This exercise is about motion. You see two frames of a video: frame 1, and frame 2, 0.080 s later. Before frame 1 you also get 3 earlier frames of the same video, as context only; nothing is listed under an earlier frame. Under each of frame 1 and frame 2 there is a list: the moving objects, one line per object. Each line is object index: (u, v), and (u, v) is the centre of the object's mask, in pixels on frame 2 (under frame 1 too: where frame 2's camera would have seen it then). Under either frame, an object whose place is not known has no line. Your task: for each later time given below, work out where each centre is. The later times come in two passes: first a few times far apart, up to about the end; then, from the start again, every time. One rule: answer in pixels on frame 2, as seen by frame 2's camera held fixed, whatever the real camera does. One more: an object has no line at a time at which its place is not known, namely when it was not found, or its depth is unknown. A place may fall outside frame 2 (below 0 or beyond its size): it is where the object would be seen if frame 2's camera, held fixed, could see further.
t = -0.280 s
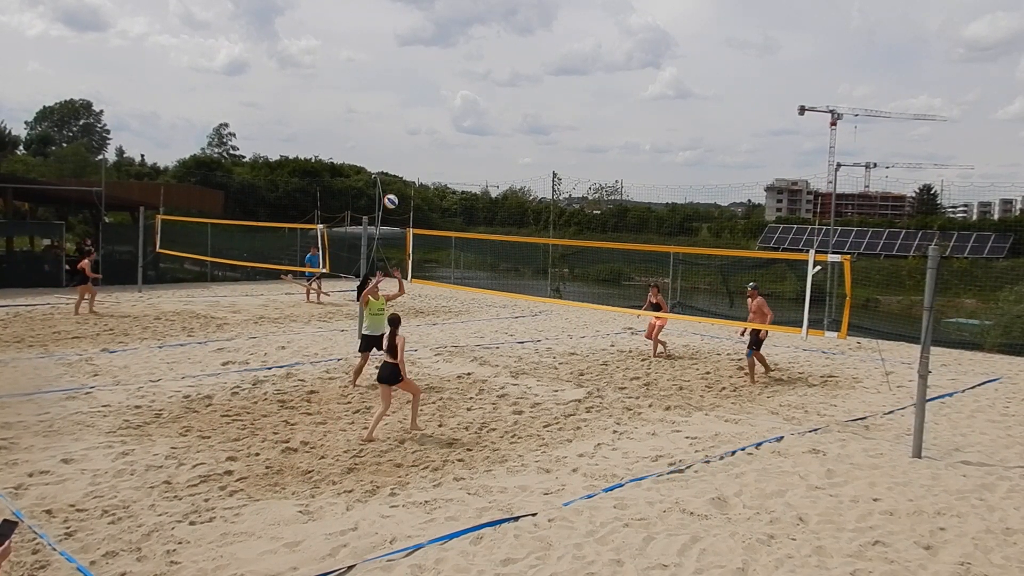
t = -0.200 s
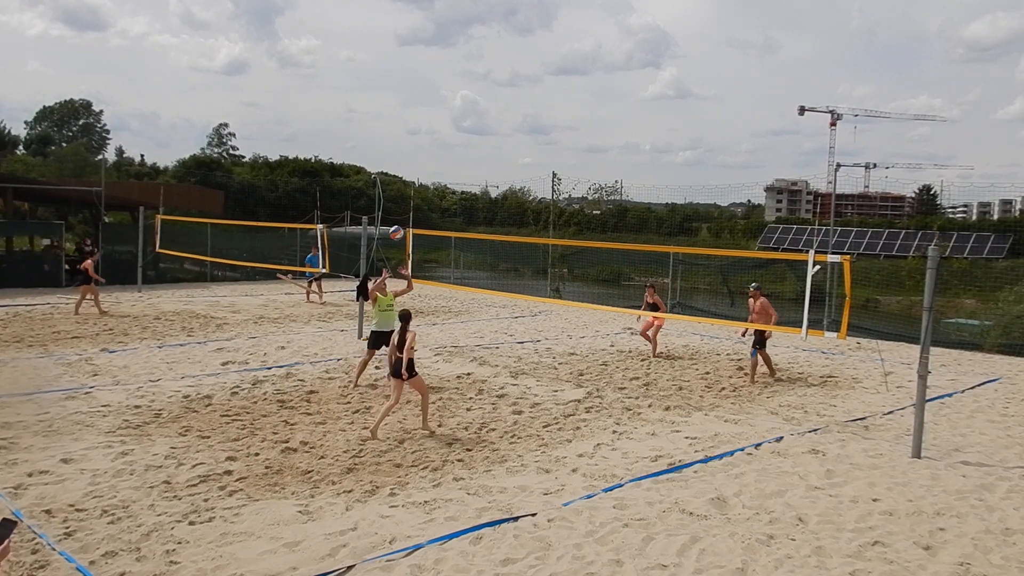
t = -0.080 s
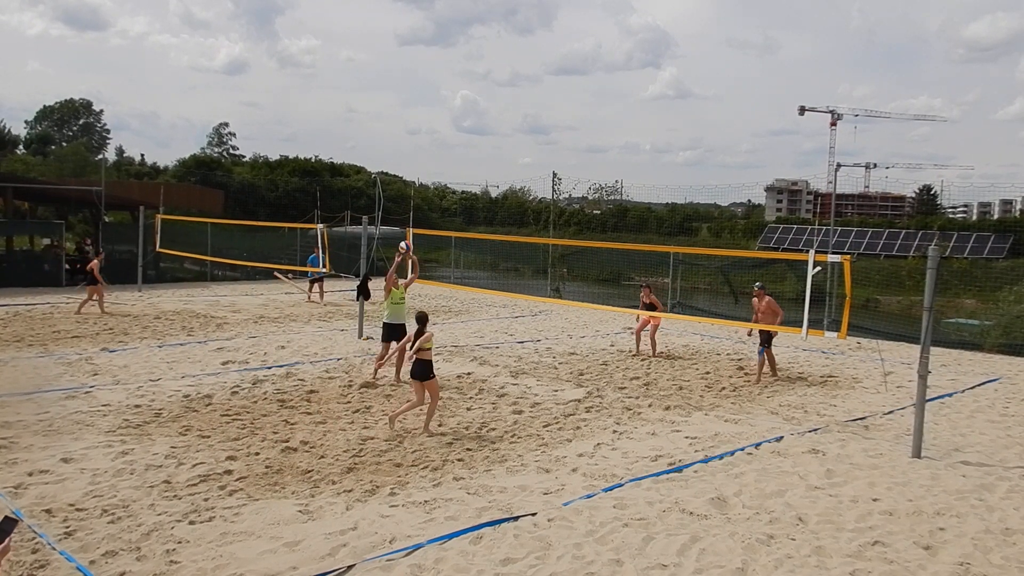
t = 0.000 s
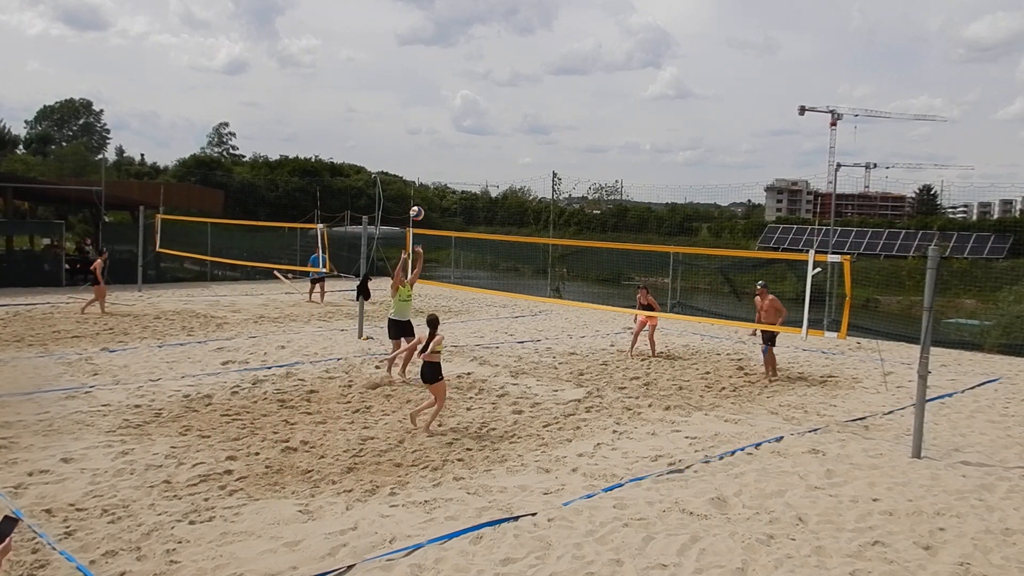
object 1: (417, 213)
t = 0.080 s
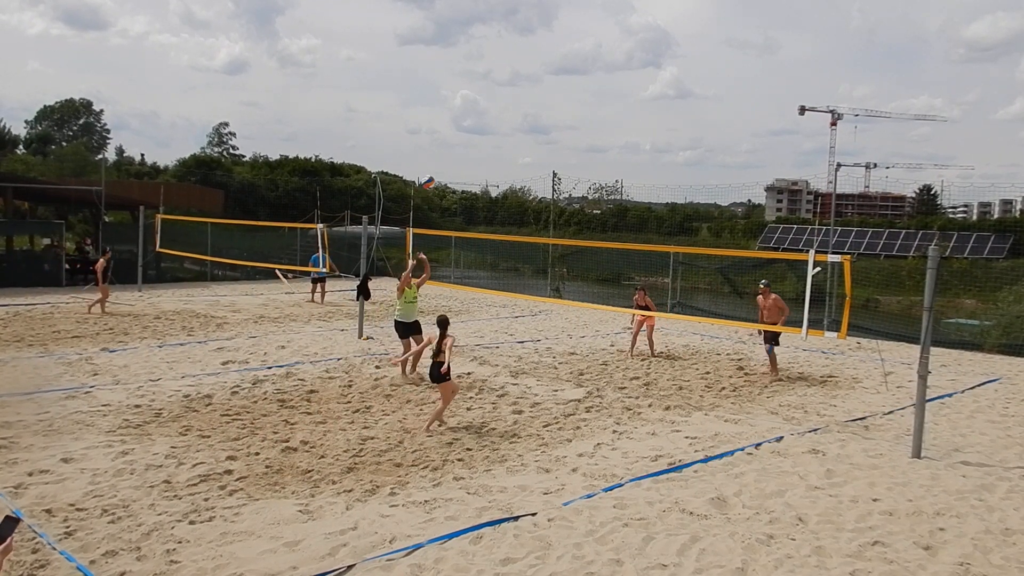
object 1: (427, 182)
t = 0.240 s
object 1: (452, 132)
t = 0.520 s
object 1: (495, 82)
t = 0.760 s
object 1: (534, 80)
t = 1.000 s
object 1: (575, 118)
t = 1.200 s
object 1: (609, 181)
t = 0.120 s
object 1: (434, 168)
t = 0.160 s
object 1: (440, 155)
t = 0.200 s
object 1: (446, 143)
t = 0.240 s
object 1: (452, 132)
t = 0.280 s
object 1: (458, 122)
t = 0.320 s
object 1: (464, 113)
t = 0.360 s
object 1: (470, 105)
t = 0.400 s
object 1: (476, 98)
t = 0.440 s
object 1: (482, 91)
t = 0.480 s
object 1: (489, 87)
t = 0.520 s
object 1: (495, 82)
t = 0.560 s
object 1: (501, 79)
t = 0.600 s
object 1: (508, 77)
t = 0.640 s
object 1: (514, 76)
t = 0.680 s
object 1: (521, 76)
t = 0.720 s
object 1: (528, 77)
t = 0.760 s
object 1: (534, 80)
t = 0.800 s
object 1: (541, 83)
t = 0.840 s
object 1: (548, 87)
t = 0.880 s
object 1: (554, 93)
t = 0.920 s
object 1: (561, 100)
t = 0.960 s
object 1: (568, 108)
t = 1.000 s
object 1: (575, 118)
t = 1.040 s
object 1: (582, 128)
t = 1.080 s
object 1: (588, 139)
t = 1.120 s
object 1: (595, 152)
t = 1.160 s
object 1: (602, 166)
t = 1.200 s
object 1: (609, 181)
